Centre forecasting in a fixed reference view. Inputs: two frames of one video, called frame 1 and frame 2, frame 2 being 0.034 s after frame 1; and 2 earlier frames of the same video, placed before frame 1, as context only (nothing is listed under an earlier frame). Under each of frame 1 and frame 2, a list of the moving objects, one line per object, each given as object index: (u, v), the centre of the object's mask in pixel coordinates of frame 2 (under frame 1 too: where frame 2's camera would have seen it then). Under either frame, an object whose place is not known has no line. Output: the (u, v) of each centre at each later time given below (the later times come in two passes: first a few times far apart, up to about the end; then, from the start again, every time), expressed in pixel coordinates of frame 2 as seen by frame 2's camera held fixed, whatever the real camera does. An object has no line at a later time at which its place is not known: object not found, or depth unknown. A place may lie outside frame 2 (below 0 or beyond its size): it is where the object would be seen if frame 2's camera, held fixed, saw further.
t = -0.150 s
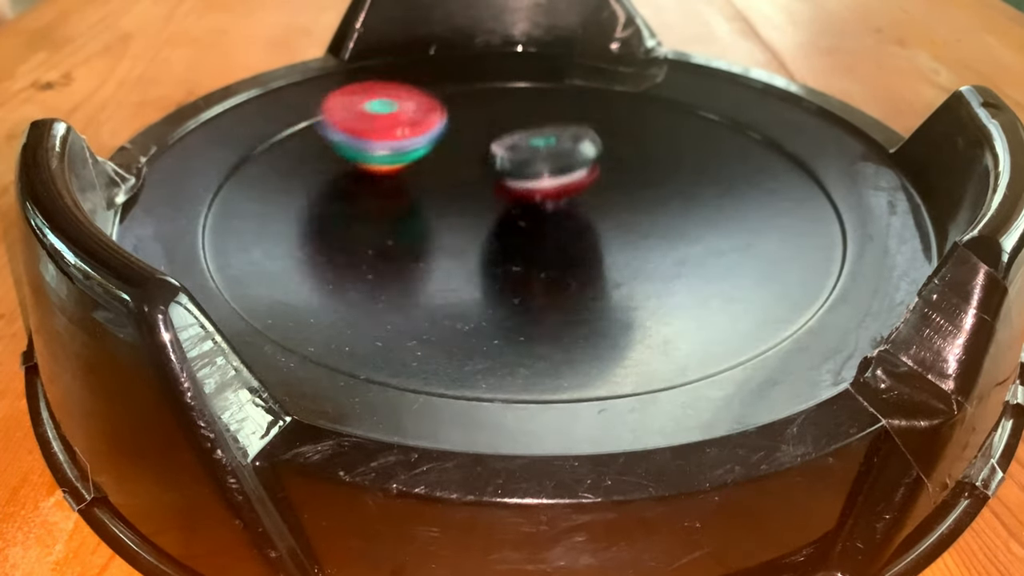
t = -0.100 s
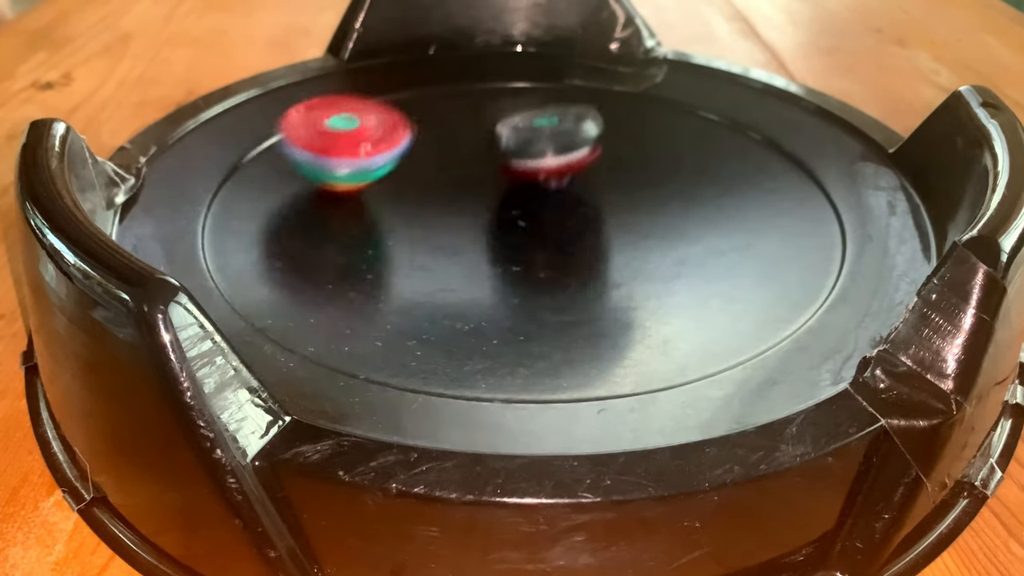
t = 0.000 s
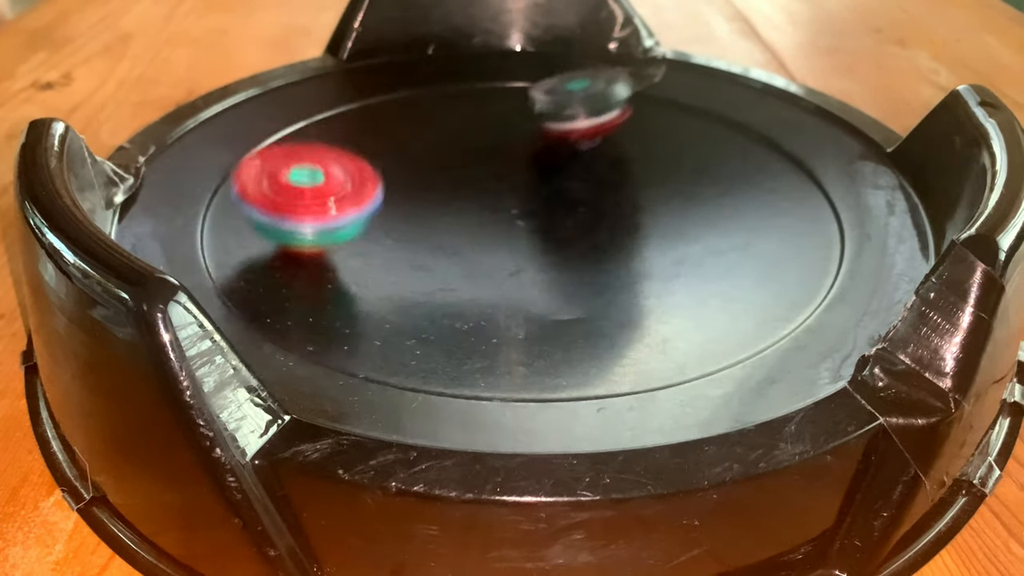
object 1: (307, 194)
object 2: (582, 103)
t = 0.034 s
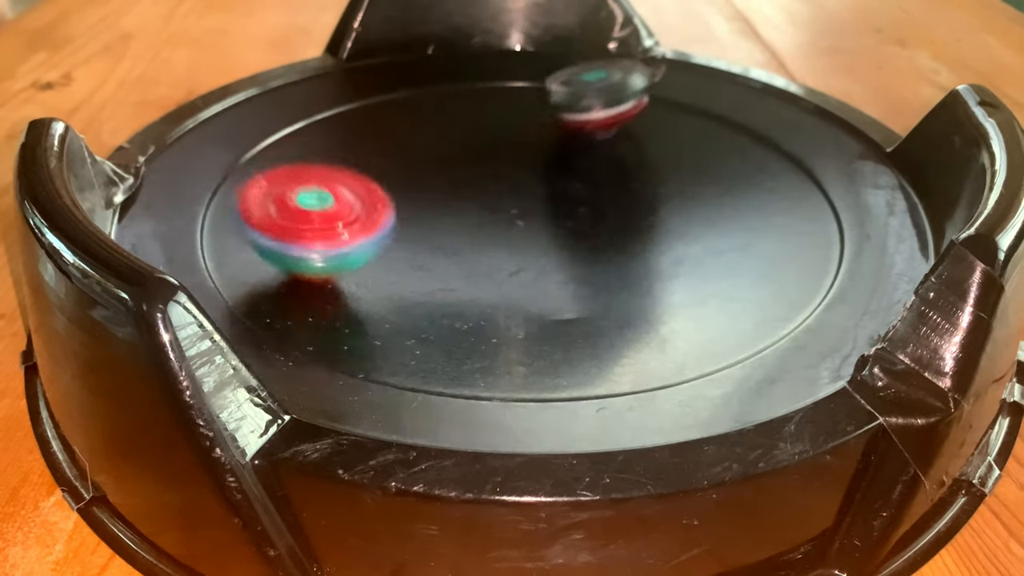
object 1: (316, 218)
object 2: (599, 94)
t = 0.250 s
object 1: (670, 287)
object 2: (736, 91)
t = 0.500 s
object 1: (842, 186)
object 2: (699, 113)
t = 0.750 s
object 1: (607, 158)
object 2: (540, 82)
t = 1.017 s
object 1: (330, 232)
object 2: (460, 41)
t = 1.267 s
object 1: (533, 326)
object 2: (453, 111)
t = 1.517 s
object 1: (725, 175)
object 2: (412, 162)
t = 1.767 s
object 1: (429, 53)
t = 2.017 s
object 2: (327, 164)
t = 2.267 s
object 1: (346, 176)
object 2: (471, 216)
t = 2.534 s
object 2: (633, 276)
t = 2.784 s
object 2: (490, 307)
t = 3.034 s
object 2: (423, 228)
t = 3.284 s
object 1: (594, 145)
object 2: (536, 201)
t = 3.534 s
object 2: (658, 231)
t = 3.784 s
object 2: (624, 261)
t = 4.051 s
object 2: (552, 244)
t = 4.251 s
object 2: (570, 213)
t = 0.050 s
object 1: (325, 230)
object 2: (608, 91)
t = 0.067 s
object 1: (337, 242)
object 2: (616, 87)
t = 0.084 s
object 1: (354, 254)
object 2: (626, 86)
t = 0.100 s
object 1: (375, 266)
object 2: (636, 83)
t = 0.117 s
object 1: (400, 275)
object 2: (646, 83)
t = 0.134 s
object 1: (428, 283)
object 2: (657, 81)
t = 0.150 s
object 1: (458, 290)
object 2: (669, 80)
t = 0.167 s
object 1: (491, 295)
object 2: (680, 80)
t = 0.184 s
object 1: (525, 298)
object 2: (692, 81)
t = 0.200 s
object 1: (560, 299)
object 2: (703, 83)
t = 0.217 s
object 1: (598, 297)
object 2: (716, 84)
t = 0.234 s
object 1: (633, 294)
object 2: (726, 86)
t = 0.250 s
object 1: (670, 287)
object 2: (736, 91)
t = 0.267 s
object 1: (704, 279)
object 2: (744, 97)
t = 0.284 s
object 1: (735, 269)
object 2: (750, 103)
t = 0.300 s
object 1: (761, 259)
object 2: (757, 110)
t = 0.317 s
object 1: (785, 246)
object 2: (763, 117)
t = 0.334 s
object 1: (801, 234)
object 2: (769, 125)
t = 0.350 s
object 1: (817, 219)
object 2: (774, 127)
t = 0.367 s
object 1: (825, 202)
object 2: (773, 128)
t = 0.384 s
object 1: (835, 191)
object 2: (768, 131)
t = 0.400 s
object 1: (853, 190)
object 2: (761, 129)
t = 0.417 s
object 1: (865, 188)
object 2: (753, 128)
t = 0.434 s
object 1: (874, 189)
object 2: (745, 127)
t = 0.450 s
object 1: (869, 188)
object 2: (733, 121)
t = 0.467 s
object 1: (861, 187)
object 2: (721, 118)
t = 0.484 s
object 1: (852, 186)
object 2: (710, 114)
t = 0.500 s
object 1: (842, 186)
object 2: (699, 113)
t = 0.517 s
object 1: (829, 188)
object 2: (688, 109)
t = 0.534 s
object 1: (816, 183)
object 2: (677, 107)
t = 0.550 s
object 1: (802, 181)
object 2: (665, 106)
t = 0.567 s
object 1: (788, 179)
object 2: (655, 106)
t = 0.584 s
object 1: (773, 176)
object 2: (645, 105)
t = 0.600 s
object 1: (757, 172)
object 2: (635, 105)
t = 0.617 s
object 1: (740, 168)
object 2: (626, 105)
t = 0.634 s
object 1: (723, 163)
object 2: (617, 106)
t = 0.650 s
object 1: (706, 160)
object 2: (608, 105)
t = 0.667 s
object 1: (687, 155)
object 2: (600, 105)
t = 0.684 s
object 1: (668, 152)
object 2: (590, 103)
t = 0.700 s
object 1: (655, 153)
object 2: (578, 99)
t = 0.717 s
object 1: (641, 154)
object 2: (564, 93)
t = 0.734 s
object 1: (625, 156)
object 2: (552, 88)
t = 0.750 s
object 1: (607, 158)
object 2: (540, 82)
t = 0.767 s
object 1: (587, 160)
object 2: (529, 75)
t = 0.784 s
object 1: (568, 163)
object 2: (519, 69)
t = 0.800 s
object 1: (546, 166)
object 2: (512, 64)
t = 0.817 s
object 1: (526, 169)
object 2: (503, 57)
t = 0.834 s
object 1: (505, 172)
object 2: (497, 52)
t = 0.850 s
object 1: (483, 176)
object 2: (491, 46)
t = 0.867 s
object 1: (463, 180)
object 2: (485, 43)
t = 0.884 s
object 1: (444, 185)
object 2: (480, 40)
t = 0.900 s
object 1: (425, 190)
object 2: (474, 37)
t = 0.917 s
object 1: (406, 196)
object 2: (470, 35)
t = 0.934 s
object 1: (390, 201)
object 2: (467, 35)
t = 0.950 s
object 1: (375, 207)
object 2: (465, 37)
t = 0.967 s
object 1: (361, 212)
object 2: (464, 38)
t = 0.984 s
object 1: (350, 218)
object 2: (462, 39)
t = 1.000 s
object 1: (339, 225)
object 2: (462, 40)
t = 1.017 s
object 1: (330, 232)
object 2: (460, 41)
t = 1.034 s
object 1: (324, 238)
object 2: (456, 46)
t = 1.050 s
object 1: (320, 246)
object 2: (454, 48)
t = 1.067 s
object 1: (319, 255)
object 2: (453, 52)
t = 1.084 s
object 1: (321, 263)
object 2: (452, 58)
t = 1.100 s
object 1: (325, 271)
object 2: (453, 62)
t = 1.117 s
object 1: (333, 279)
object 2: (452, 67)
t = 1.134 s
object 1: (342, 287)
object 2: (453, 72)
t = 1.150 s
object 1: (357, 296)
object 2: (453, 77)
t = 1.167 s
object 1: (374, 303)
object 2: (453, 82)
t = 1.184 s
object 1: (394, 310)
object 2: (453, 86)
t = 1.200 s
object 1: (416, 316)
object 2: (453, 91)
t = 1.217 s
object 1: (443, 321)
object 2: (453, 96)
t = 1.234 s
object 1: (471, 324)
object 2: (453, 102)
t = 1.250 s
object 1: (503, 325)
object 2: (453, 107)
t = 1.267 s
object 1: (533, 326)
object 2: (453, 111)
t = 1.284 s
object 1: (564, 324)
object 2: (453, 116)
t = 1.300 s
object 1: (597, 321)
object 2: (453, 121)
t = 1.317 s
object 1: (632, 316)
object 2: (452, 125)
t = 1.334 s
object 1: (662, 308)
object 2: (451, 130)
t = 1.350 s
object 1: (685, 300)
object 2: (449, 134)
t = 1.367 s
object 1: (704, 290)
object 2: (447, 138)
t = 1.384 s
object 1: (722, 279)
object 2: (445, 142)
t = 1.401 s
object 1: (735, 267)
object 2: (442, 145)
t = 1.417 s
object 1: (744, 255)
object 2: (439, 148)
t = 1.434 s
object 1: (748, 242)
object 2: (435, 151)
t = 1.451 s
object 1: (749, 229)
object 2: (432, 154)
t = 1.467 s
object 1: (747, 215)
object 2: (428, 156)
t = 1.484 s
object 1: (742, 202)
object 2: (424, 158)
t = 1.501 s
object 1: (736, 188)
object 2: (418, 160)
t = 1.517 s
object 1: (725, 175)
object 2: (412, 162)
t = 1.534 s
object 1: (714, 162)
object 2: (406, 164)
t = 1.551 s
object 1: (699, 150)
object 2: (401, 165)
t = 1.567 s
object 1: (683, 138)
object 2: (394, 166)
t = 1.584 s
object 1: (665, 127)
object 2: (388, 166)
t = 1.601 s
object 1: (646, 116)
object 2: (381, 167)
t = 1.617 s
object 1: (627, 107)
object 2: (375, 167)
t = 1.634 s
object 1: (605, 97)
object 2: (369, 166)
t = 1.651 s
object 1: (584, 89)
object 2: (362, 166)
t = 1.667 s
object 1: (563, 82)
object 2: (356, 165)
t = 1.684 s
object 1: (541, 76)
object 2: (350, 165)
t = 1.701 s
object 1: (519, 70)
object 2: (344, 164)
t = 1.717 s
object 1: (496, 65)
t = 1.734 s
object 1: (474, 61)
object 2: (333, 160)
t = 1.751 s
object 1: (452, 56)
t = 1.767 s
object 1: (429, 53)
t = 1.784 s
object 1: (408, 53)
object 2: (321, 155)
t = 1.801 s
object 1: (388, 52)
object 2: (317, 153)
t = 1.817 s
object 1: (369, 56)
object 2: (314, 151)
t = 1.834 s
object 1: (350, 59)
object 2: (311, 149)
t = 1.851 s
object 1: (329, 61)
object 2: (309, 148)
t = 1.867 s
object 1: (309, 63)
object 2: (306, 146)
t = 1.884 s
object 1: (288, 66)
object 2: (305, 145)
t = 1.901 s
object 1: (267, 70)
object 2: (303, 144)
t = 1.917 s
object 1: (244, 75)
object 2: (304, 144)
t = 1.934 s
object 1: (222, 77)
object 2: (306, 148)
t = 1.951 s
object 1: (201, 73)
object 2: (309, 150)
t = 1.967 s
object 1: (180, 65)
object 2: (313, 155)
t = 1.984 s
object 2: (317, 158)
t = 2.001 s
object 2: (322, 162)
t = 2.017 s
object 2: (327, 164)
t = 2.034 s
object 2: (332, 168)
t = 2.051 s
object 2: (337, 171)
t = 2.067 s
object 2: (341, 173)
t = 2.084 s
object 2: (346, 176)
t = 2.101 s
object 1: (117, 94)
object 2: (352, 178)
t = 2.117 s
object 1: (145, 103)
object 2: (362, 180)
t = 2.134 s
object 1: (176, 117)
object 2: (370, 182)
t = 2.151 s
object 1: (202, 138)
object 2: (376, 185)
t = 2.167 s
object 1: (226, 161)
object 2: (380, 188)
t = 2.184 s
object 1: (253, 159)
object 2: (386, 190)
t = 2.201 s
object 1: (274, 155)
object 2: (397, 190)
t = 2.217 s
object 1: (290, 160)
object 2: (415, 197)
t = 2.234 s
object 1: (307, 171)
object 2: (433, 206)
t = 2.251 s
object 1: (327, 175)
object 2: (453, 212)
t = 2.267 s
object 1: (346, 176)
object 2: (471, 216)
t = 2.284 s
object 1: (366, 179)
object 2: (489, 221)
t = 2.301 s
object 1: (385, 180)
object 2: (505, 225)
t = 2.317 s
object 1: (404, 180)
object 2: (523, 229)
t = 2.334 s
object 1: (421, 180)
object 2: (538, 234)
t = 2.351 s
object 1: (438, 181)
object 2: (553, 237)
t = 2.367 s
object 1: (453, 183)
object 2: (567, 242)
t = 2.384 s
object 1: (467, 184)
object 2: (579, 244)
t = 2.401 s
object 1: (481, 184)
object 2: (590, 248)
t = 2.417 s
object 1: (493, 186)
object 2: (602, 252)
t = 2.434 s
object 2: (610, 256)
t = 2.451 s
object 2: (618, 258)
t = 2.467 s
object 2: (625, 263)
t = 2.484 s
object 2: (628, 265)
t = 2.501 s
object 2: (631, 269)
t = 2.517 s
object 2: (632, 272)
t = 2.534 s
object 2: (633, 276)
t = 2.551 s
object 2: (631, 279)
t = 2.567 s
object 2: (628, 284)
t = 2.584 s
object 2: (625, 286)
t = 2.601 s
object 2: (618, 291)
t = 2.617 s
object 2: (612, 293)
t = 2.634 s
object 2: (603, 297)
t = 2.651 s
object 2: (594, 300)
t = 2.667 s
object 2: (583, 301)
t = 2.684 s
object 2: (573, 304)
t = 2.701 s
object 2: (560, 305)
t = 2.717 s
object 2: (547, 308)
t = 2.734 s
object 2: (533, 308)
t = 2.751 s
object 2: (518, 308)
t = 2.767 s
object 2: (504, 308)
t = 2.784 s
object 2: (490, 307)
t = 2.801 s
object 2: (476, 306)
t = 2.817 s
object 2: (462, 304)
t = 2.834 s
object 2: (449, 302)
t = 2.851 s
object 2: (434, 298)
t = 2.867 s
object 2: (424, 295)
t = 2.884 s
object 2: (413, 290)
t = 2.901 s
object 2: (405, 283)
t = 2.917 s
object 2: (399, 277)
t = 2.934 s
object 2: (396, 270)
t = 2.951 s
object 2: (396, 264)
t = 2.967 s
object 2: (398, 257)
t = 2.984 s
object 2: (403, 250)
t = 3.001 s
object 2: (410, 244)
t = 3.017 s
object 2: (418, 236)
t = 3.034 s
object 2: (423, 228)
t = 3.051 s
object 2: (423, 225)
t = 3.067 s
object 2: (423, 222)
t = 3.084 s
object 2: (427, 219)
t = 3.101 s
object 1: (547, 196)
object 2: (431, 215)
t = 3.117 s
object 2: (439, 211)
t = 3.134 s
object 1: (558, 187)
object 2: (445, 208)
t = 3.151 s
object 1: (563, 182)
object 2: (454, 205)
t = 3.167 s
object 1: (568, 178)
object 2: (463, 203)
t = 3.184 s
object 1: (571, 175)
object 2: (475, 200)
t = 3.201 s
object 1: (577, 171)
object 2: (486, 198)
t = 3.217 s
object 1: (582, 166)
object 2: (499, 196)
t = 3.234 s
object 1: (585, 159)
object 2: (508, 197)
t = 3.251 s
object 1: (588, 154)
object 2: (517, 198)
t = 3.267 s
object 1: (592, 150)
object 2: (526, 200)
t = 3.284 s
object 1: (594, 145)
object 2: (536, 201)
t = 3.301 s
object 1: (594, 142)
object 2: (546, 202)
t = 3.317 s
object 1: (595, 140)
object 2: (555, 204)
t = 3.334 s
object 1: (598, 137)
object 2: (565, 206)
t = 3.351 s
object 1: (597, 138)
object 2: (575, 208)
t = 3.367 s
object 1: (595, 138)
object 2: (585, 210)
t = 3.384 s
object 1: (595, 138)
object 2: (594, 211)
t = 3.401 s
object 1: (594, 139)
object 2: (603, 213)
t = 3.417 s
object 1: (590, 141)
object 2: (611, 214)
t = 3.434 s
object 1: (586, 143)
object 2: (620, 216)
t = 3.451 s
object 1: (584, 146)
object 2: (628, 218)
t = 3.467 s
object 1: (582, 150)
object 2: (636, 220)
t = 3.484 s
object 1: (577, 155)
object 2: (643, 223)
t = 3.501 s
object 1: (571, 160)
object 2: (648, 225)
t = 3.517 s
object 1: (568, 165)
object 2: (654, 228)
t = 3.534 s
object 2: (658, 231)
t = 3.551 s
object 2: (662, 234)
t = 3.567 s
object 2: (664, 237)
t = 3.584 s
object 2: (667, 239)
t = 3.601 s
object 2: (668, 242)
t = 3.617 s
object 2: (668, 245)
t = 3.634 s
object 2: (667, 248)
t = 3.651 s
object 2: (664, 250)
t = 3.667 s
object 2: (662, 252)
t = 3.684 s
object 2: (658, 254)
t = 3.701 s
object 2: (654, 256)
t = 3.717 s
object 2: (649, 257)
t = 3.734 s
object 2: (643, 258)
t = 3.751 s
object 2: (637, 259)
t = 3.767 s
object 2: (630, 260)
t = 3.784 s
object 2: (624, 261)
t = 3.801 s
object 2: (614, 261)
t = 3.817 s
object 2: (606, 261)
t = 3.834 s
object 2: (597, 259)
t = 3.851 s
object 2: (588, 258)
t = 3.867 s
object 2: (580, 257)
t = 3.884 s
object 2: (579, 257)
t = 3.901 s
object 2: (577, 257)
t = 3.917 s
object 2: (574, 257)
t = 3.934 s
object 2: (570, 256)
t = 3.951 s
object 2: (565, 255)
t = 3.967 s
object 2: (560, 253)
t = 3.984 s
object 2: (554, 252)
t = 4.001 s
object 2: (550, 249)
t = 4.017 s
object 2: (551, 248)
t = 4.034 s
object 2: (552, 246)
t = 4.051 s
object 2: (552, 244)
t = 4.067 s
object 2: (552, 242)
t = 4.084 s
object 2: (551, 239)
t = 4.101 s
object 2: (550, 236)
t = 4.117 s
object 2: (550, 233)
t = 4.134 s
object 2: (555, 231)
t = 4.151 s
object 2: (559, 229)
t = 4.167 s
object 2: (562, 226)
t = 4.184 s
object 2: (564, 224)
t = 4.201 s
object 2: (565, 222)
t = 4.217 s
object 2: (567, 219)
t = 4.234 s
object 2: (569, 216)
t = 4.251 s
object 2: (570, 213)
